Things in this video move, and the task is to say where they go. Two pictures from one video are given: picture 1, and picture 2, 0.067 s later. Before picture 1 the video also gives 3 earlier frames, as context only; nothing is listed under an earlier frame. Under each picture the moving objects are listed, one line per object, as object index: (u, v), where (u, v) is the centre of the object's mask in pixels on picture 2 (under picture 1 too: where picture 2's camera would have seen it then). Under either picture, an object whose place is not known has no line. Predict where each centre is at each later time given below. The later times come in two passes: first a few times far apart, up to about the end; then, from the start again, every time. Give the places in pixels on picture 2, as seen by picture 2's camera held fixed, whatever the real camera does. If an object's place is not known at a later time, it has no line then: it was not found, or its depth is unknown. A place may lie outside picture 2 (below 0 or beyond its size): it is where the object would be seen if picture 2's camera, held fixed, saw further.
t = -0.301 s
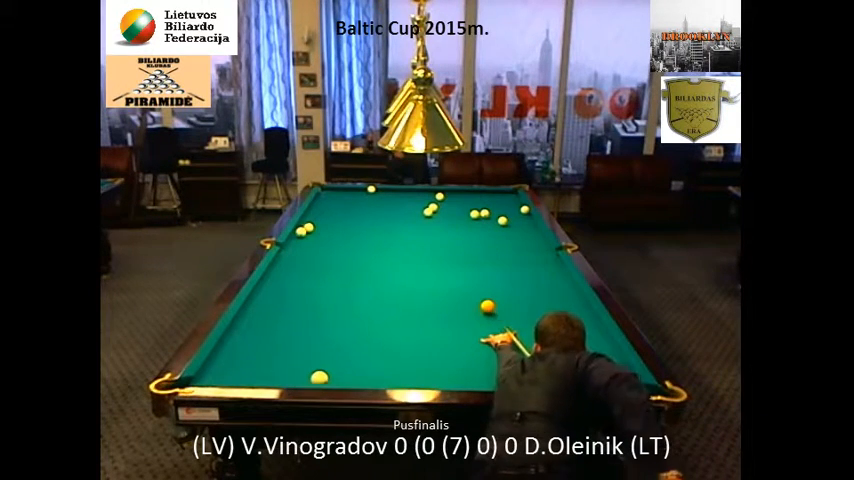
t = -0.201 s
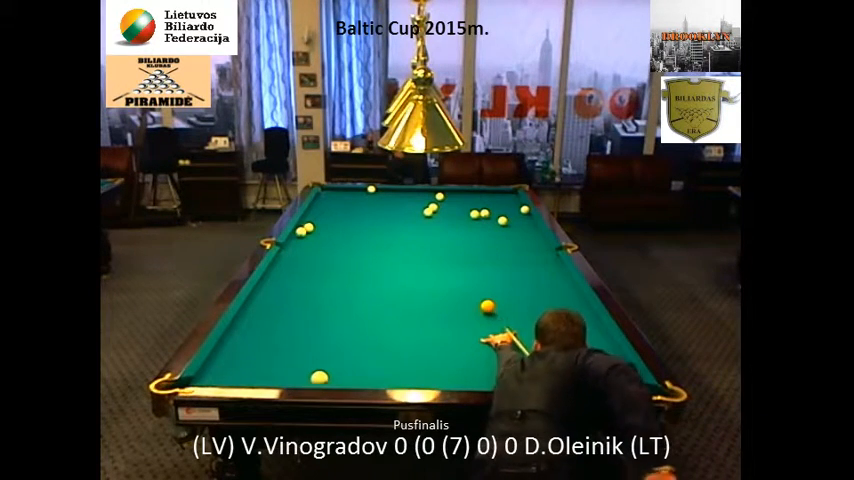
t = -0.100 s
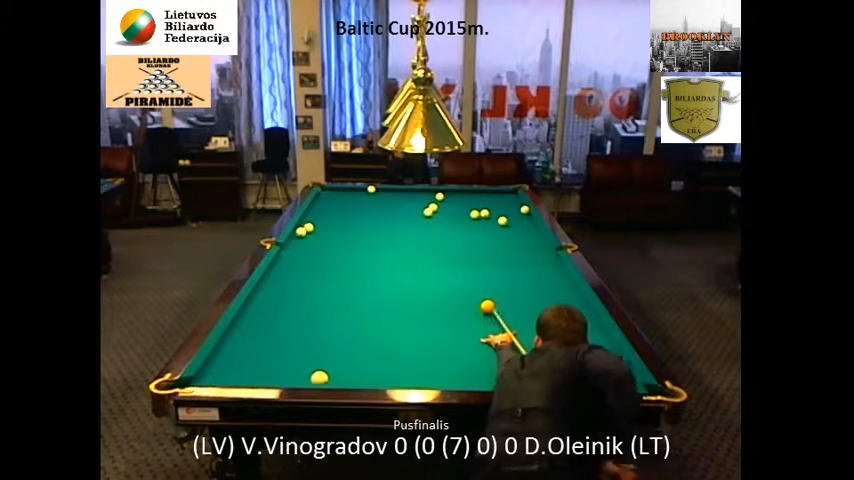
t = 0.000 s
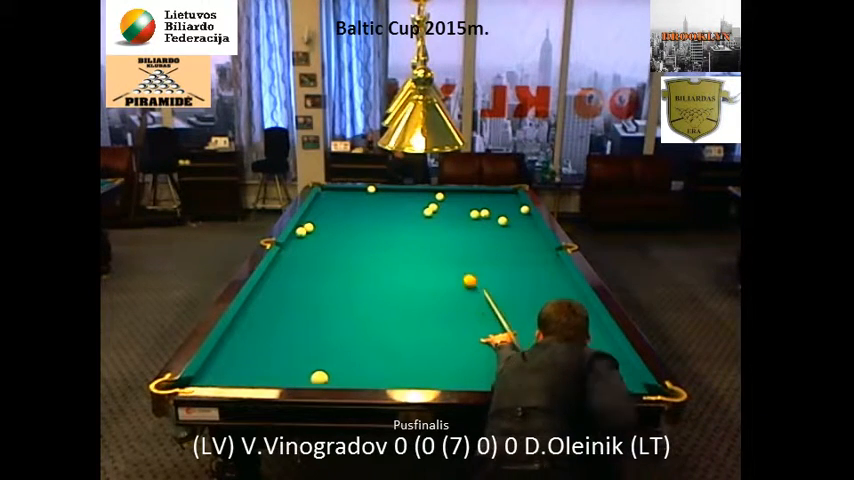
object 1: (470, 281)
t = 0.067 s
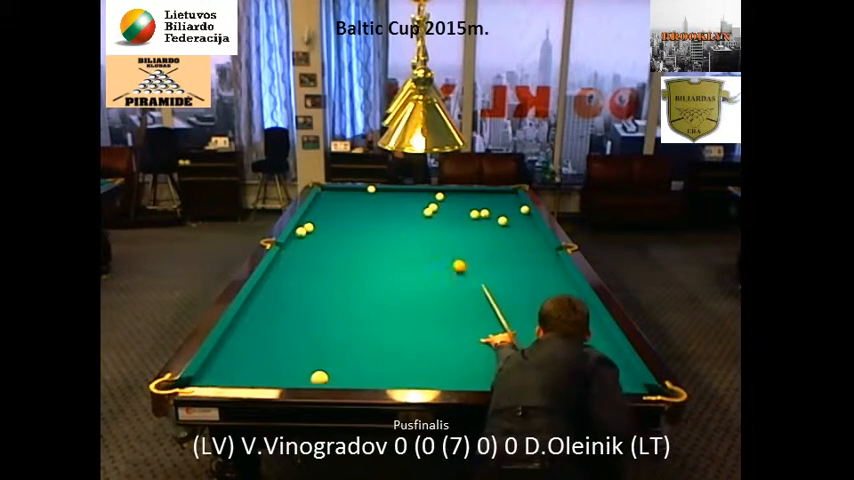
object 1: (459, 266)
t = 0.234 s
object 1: (439, 237)
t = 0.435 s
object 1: (418, 213)
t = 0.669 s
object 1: (372, 203)
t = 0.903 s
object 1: (336, 192)
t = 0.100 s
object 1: (454, 259)
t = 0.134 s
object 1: (450, 253)
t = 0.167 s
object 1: (446, 248)
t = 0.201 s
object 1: (443, 242)
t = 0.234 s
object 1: (439, 237)
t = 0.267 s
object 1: (436, 232)
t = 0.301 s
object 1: (433, 228)
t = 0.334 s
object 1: (430, 223)
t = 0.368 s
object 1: (427, 219)
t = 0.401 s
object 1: (424, 215)
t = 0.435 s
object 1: (418, 213)
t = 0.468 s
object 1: (410, 212)
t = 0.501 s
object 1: (403, 210)
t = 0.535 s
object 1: (397, 209)
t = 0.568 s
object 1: (390, 207)
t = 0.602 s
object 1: (383, 206)
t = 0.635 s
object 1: (377, 204)
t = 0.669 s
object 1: (372, 203)
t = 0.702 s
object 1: (366, 201)
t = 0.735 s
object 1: (361, 199)
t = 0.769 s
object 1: (356, 198)
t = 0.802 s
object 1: (351, 196)
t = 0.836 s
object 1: (346, 194)
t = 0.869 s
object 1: (340, 193)
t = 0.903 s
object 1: (336, 192)
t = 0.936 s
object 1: (331, 190)
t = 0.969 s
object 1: (327, 188)
